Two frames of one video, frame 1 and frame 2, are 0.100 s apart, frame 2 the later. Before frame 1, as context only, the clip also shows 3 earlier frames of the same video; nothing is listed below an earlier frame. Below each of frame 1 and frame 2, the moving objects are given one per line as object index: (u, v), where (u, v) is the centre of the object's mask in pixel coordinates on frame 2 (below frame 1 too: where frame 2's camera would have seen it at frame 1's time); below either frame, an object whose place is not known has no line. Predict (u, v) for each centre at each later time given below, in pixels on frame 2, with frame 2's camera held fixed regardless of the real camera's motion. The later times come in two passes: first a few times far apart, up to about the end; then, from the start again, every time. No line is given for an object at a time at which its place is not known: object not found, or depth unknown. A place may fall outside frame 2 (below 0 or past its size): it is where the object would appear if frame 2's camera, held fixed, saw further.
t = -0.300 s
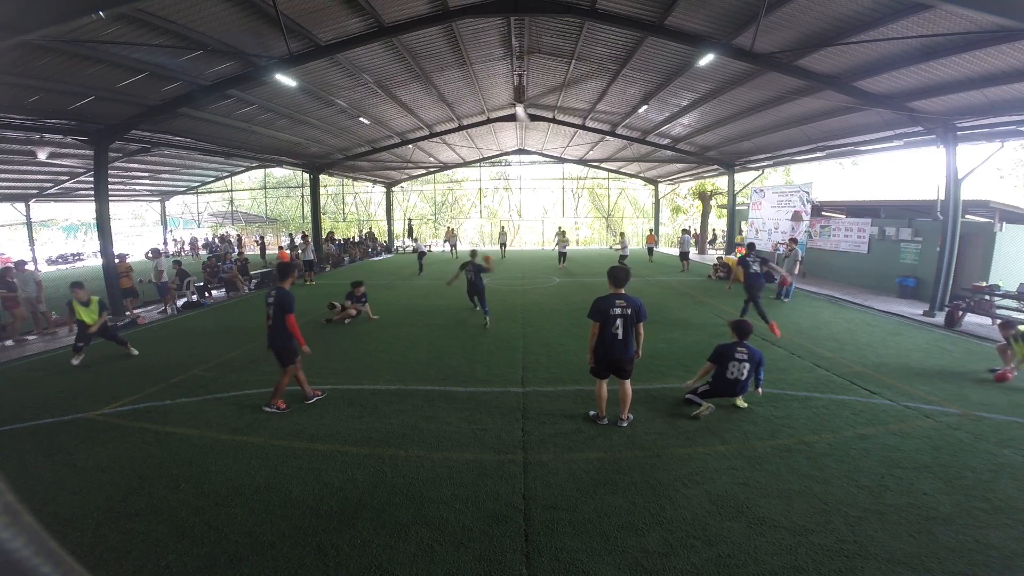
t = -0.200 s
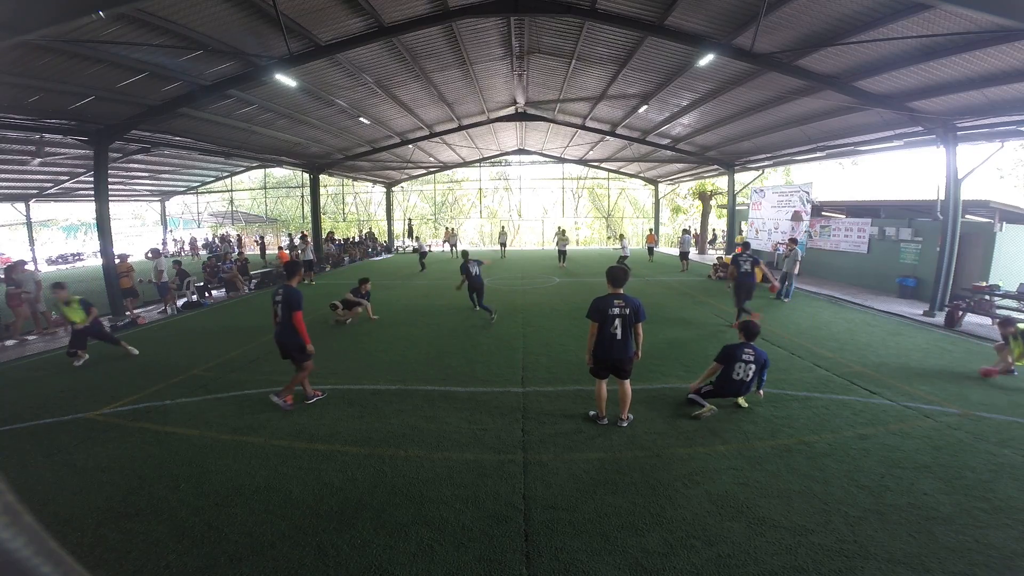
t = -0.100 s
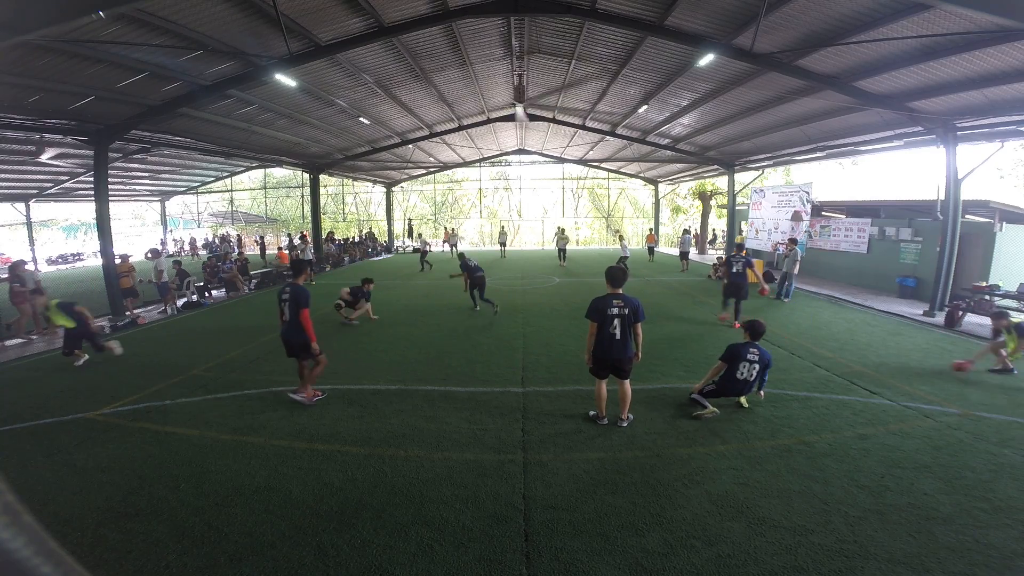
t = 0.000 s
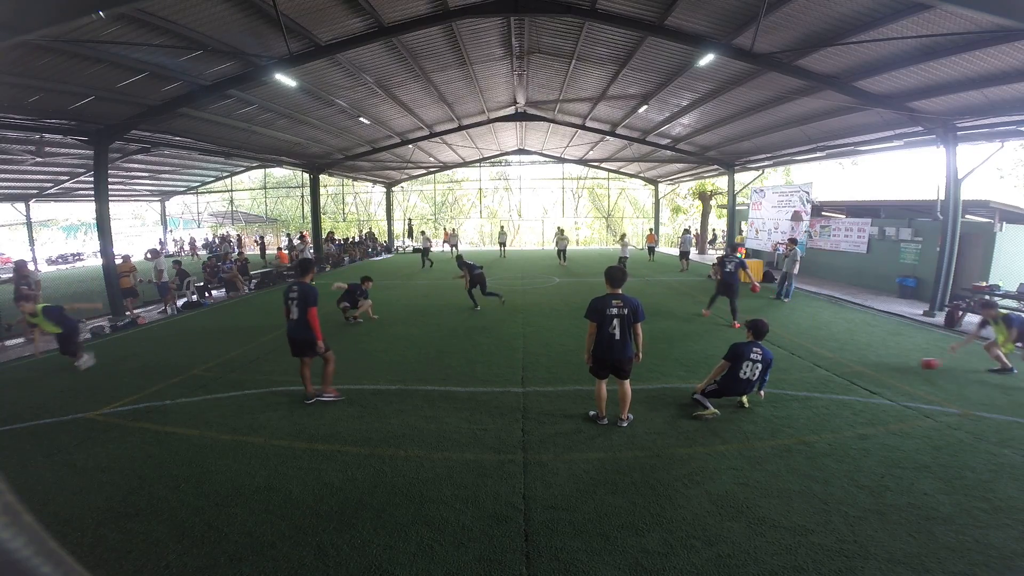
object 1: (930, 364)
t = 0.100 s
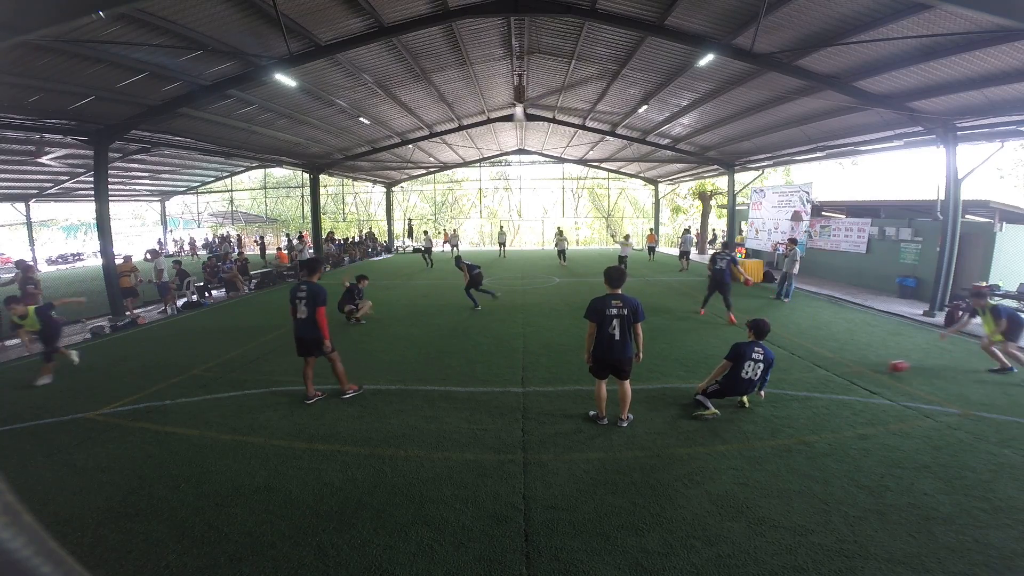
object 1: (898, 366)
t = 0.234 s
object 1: (869, 364)
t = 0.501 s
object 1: (815, 365)
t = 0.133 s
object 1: (888, 368)
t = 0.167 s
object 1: (881, 366)
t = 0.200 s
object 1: (875, 365)
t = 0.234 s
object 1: (869, 364)
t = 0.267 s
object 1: (862, 364)
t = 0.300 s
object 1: (855, 365)
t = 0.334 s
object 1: (848, 366)
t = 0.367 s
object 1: (840, 369)
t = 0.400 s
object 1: (833, 370)
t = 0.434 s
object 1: (827, 368)
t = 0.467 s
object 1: (821, 366)
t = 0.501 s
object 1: (815, 365)
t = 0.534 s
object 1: (810, 364)
